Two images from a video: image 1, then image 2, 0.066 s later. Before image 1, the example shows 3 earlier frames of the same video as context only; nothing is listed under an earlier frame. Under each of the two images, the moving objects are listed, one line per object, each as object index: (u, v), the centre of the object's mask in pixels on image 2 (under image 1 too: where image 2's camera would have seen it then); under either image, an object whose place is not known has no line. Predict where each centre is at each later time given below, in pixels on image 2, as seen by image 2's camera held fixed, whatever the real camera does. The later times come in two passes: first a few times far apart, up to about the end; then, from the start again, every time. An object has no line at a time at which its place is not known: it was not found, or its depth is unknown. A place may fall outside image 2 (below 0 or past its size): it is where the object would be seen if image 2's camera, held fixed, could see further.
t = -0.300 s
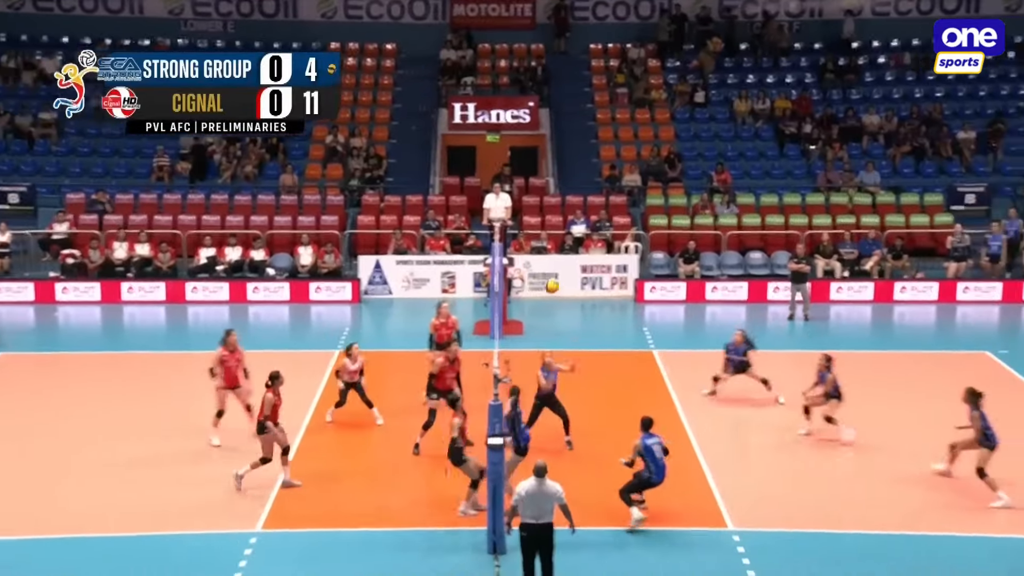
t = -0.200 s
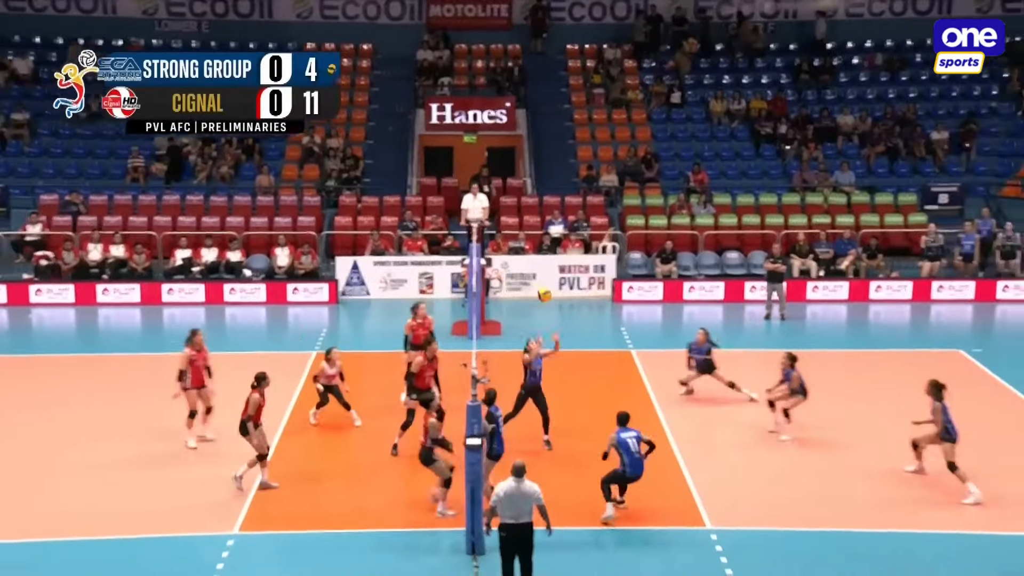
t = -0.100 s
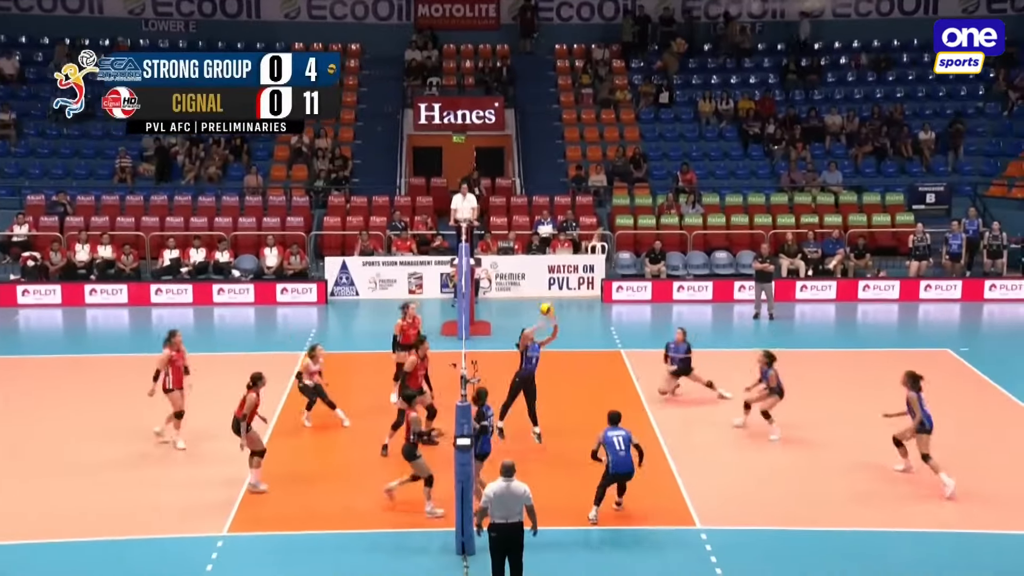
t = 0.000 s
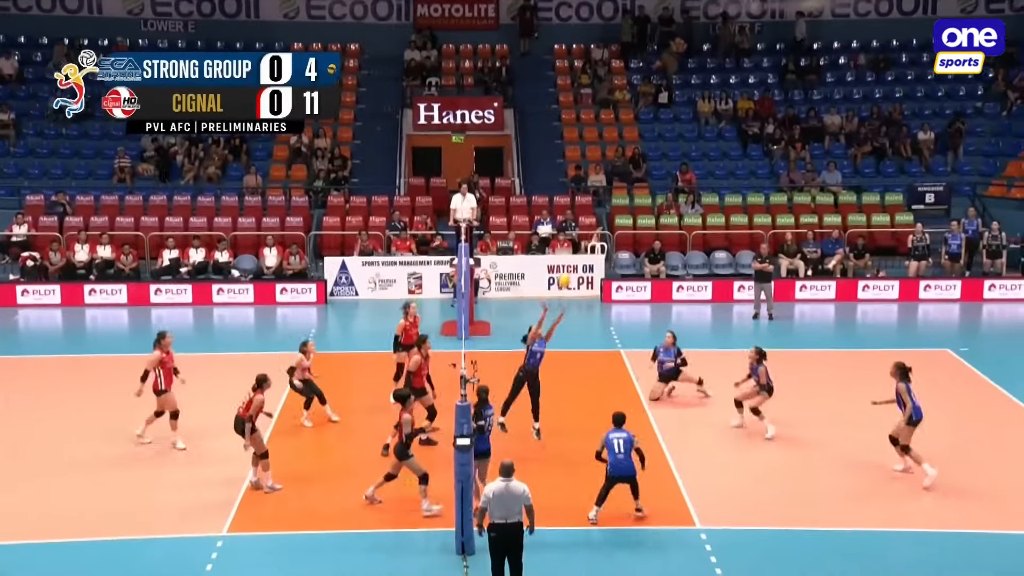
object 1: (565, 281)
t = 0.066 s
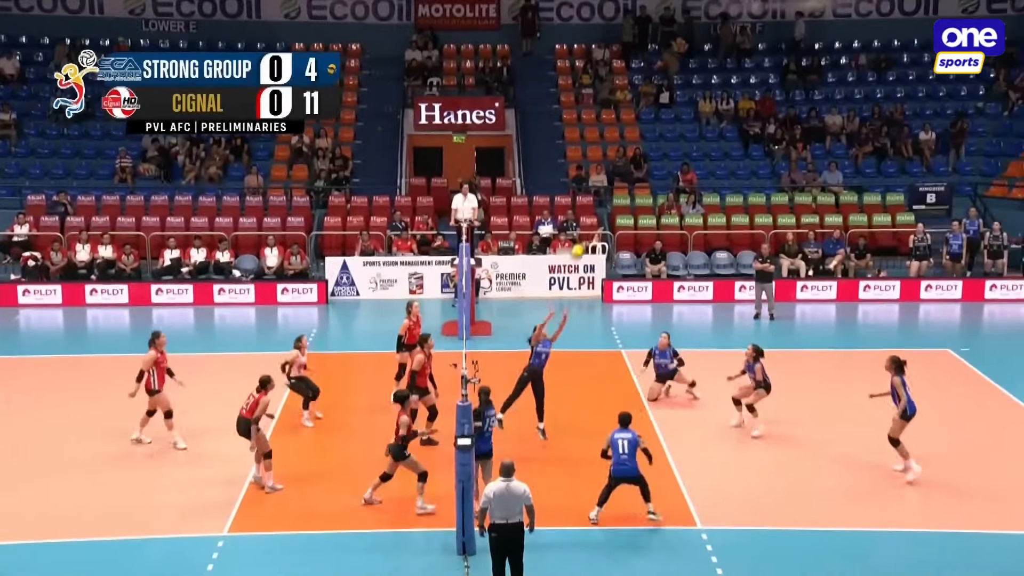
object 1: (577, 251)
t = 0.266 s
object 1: (615, 186)
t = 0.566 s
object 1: (670, 141)
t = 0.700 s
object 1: (695, 140)
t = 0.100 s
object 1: (582, 239)
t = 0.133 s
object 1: (589, 225)
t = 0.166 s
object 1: (596, 216)
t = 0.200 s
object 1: (602, 206)
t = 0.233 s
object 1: (608, 196)
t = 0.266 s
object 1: (615, 186)
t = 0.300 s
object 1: (621, 179)
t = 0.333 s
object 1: (627, 171)
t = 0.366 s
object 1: (633, 165)
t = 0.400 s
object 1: (639, 159)
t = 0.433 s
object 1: (646, 154)
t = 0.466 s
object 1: (652, 149)
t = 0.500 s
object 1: (658, 146)
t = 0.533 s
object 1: (664, 143)
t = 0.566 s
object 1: (670, 141)
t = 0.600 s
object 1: (677, 139)
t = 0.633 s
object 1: (683, 139)
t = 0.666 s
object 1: (689, 139)
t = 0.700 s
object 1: (695, 140)
